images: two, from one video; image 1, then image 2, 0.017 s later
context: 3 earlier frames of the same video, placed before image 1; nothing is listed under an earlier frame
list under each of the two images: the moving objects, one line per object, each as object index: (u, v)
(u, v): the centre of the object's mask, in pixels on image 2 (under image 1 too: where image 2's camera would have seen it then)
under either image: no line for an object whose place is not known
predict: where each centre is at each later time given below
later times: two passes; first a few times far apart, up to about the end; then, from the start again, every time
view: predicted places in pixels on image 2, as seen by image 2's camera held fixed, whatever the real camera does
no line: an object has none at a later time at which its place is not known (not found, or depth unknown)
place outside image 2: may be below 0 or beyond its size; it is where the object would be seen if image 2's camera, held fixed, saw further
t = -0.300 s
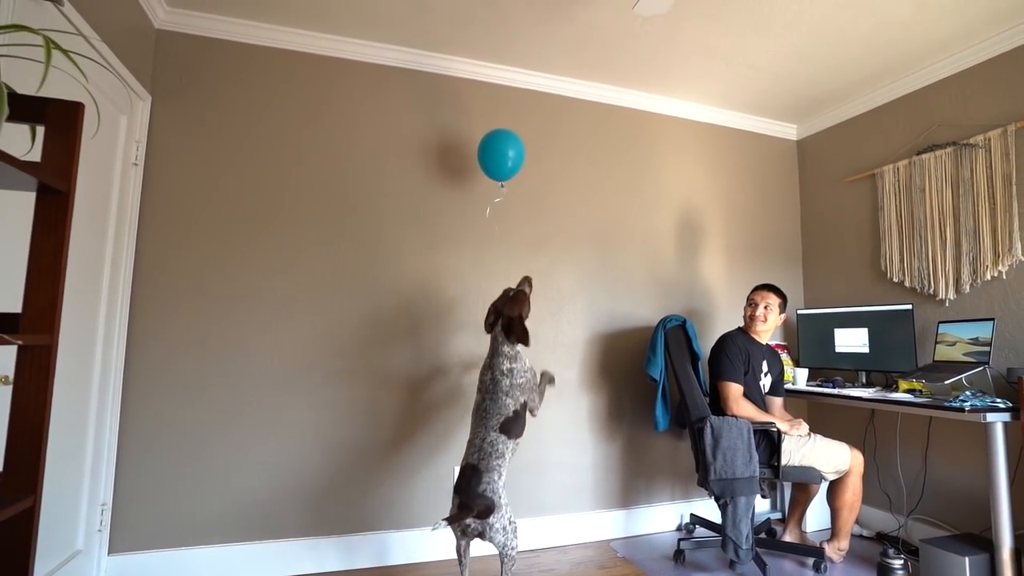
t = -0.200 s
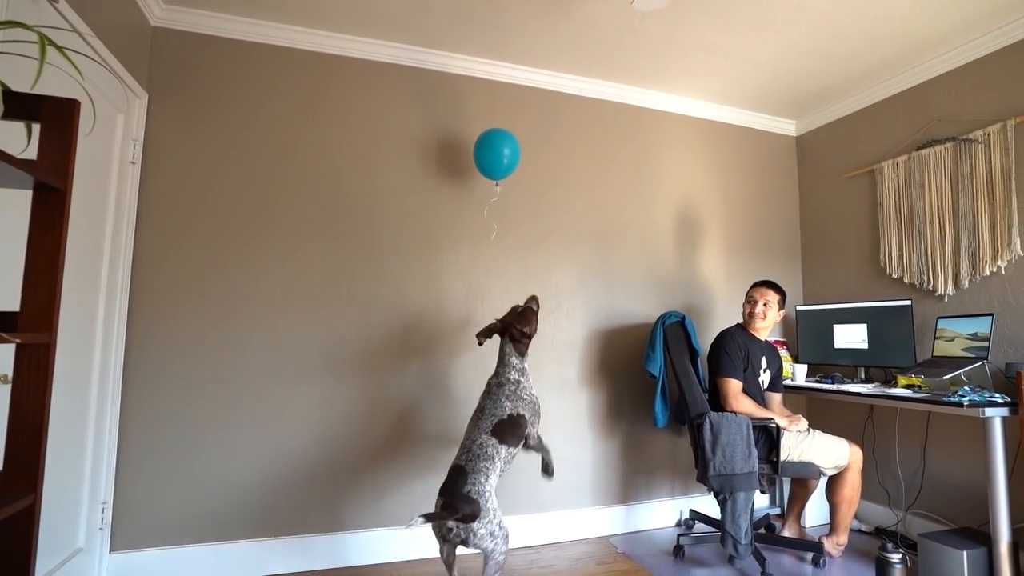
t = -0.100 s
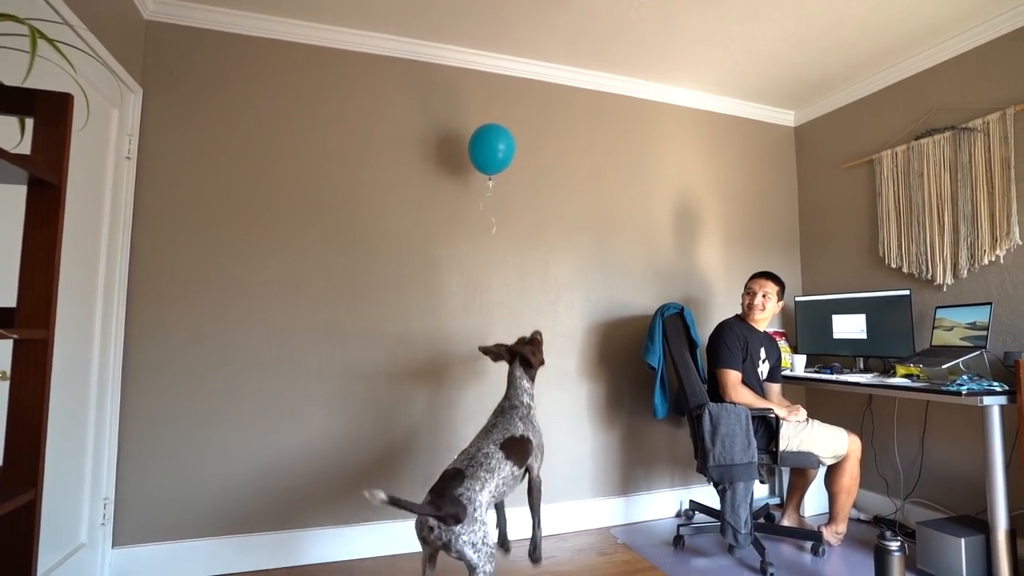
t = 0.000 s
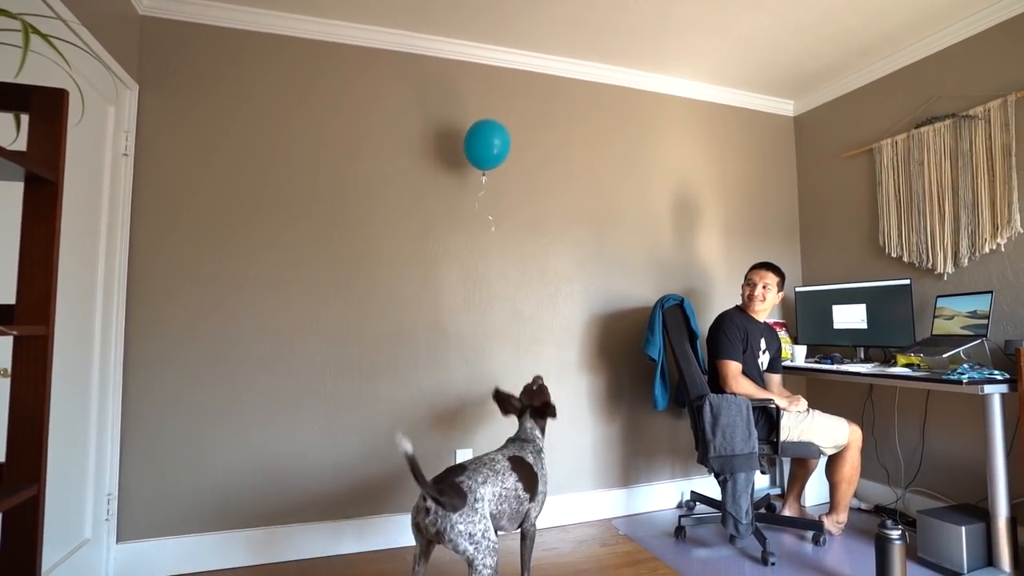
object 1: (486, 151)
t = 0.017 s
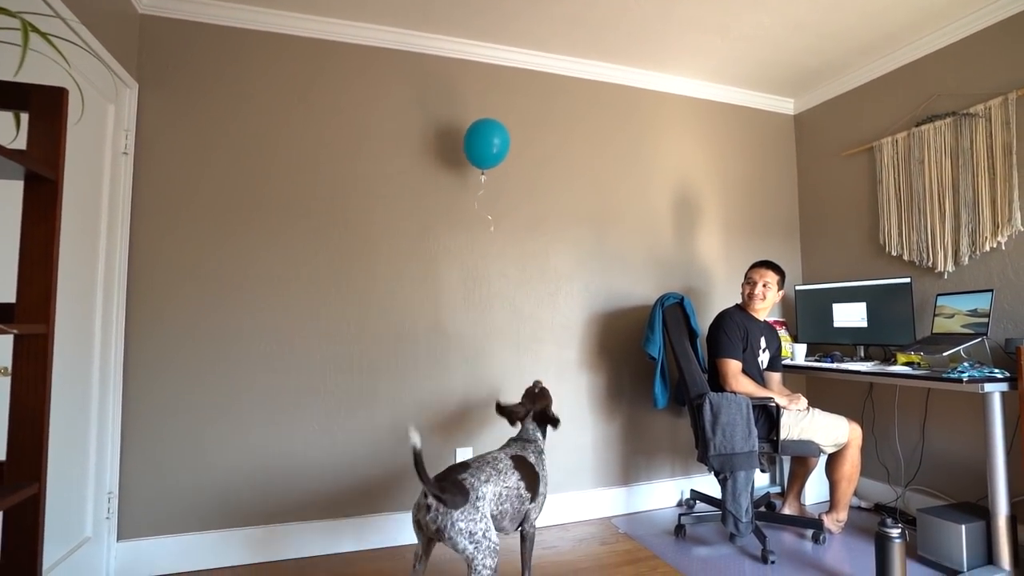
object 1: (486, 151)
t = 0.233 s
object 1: (480, 153)
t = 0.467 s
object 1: (477, 160)
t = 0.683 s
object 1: (479, 164)
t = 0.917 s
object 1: (479, 167)
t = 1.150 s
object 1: (477, 175)
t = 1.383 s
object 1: (473, 181)
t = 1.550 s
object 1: (469, 186)
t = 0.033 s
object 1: (485, 152)
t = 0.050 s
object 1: (485, 152)
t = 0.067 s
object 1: (484, 153)
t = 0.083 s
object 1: (484, 153)
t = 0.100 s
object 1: (483, 154)
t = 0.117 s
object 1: (483, 154)
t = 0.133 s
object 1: (482, 155)
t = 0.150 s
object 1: (482, 150)
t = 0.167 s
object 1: (482, 151)
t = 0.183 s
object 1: (482, 151)
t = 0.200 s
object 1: (481, 152)
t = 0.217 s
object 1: (481, 152)
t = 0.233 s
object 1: (480, 153)
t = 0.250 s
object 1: (480, 153)
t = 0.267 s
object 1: (480, 154)
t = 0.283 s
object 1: (480, 154)
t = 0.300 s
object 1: (479, 154)
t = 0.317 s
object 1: (479, 155)
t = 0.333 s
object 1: (479, 156)
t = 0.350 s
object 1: (479, 157)
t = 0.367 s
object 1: (478, 157)
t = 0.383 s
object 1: (478, 158)
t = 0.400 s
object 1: (478, 158)
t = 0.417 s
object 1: (478, 159)
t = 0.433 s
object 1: (477, 159)
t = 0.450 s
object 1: (477, 160)
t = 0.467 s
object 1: (477, 160)
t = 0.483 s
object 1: (477, 161)
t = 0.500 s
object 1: (477, 161)
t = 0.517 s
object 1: (477, 161)
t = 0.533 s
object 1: (478, 161)
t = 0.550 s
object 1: (477, 161)
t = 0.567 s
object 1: (478, 161)
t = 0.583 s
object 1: (478, 162)
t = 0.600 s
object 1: (478, 163)
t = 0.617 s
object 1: (478, 163)
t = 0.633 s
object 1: (478, 163)
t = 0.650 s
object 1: (479, 163)
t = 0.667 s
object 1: (479, 164)
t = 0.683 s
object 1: (479, 164)
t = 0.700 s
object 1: (479, 164)
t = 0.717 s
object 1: (479, 165)
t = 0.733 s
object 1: (479, 166)
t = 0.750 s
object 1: (478, 170)
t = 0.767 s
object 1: (479, 170)
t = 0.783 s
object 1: (479, 168)
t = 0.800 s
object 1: (479, 168)
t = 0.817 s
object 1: (479, 169)
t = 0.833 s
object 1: (479, 169)
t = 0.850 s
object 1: (479, 166)
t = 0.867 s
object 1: (480, 166)
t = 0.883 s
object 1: (479, 170)
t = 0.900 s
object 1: (479, 170)
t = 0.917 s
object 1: (479, 167)
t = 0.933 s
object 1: (479, 167)
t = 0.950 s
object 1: (479, 169)
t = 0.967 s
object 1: (479, 168)
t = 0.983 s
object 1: (479, 169)
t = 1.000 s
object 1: (478, 172)
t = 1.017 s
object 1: (478, 172)
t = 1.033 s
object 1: (478, 170)
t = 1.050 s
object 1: (478, 173)
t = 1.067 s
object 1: (478, 174)
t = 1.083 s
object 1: (478, 174)
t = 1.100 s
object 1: (478, 175)
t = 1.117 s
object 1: (478, 175)
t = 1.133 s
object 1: (477, 175)
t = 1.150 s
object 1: (477, 175)
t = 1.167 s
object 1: (477, 175)
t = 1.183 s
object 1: (476, 175)
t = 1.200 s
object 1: (476, 176)
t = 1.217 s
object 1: (476, 176)
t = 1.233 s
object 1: (475, 176)
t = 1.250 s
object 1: (475, 177)
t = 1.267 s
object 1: (475, 177)
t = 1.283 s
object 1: (474, 178)
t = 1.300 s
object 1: (474, 178)
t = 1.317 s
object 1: (474, 179)
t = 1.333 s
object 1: (473, 179)
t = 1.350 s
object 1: (473, 180)
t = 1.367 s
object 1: (473, 180)
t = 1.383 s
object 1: (473, 181)
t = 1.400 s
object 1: (472, 180)
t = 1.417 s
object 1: (472, 181)
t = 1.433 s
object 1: (471, 181)
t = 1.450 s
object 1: (471, 182)
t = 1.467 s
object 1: (471, 183)
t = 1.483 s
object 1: (471, 183)
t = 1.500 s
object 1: (470, 184)
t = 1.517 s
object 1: (470, 184)
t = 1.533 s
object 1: (469, 185)
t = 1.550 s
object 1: (469, 186)
